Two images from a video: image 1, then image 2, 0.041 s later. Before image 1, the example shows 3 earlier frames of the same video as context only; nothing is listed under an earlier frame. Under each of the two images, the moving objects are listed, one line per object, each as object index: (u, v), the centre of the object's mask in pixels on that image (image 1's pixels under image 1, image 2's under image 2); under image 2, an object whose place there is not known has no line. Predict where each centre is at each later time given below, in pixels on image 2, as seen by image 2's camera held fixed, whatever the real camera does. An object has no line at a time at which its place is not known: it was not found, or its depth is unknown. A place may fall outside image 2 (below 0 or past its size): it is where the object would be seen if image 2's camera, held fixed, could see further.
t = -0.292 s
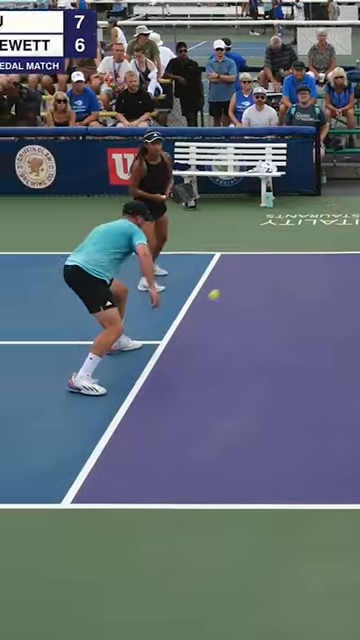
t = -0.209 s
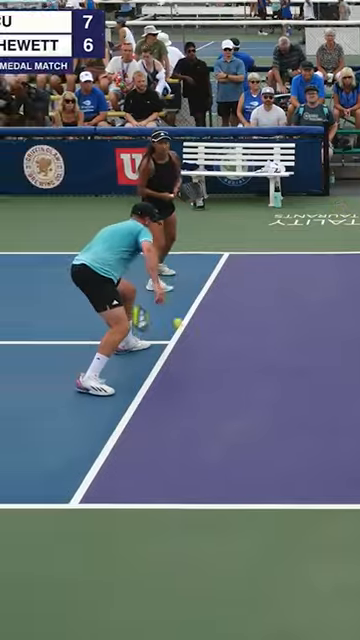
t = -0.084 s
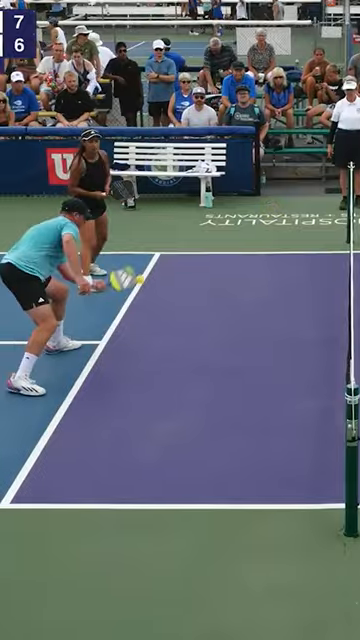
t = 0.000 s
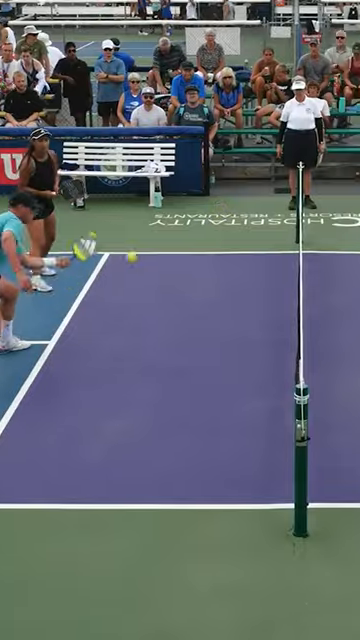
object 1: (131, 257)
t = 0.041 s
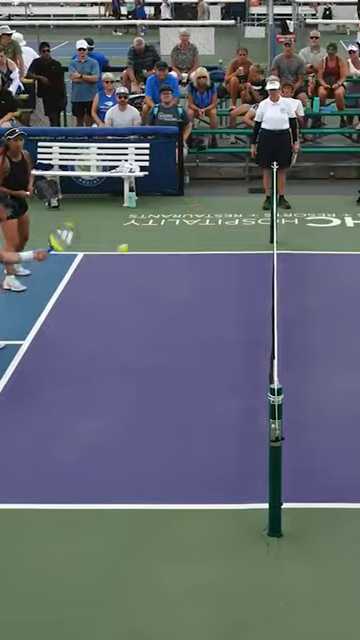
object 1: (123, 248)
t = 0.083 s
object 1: (147, 239)
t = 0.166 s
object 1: (187, 229)
